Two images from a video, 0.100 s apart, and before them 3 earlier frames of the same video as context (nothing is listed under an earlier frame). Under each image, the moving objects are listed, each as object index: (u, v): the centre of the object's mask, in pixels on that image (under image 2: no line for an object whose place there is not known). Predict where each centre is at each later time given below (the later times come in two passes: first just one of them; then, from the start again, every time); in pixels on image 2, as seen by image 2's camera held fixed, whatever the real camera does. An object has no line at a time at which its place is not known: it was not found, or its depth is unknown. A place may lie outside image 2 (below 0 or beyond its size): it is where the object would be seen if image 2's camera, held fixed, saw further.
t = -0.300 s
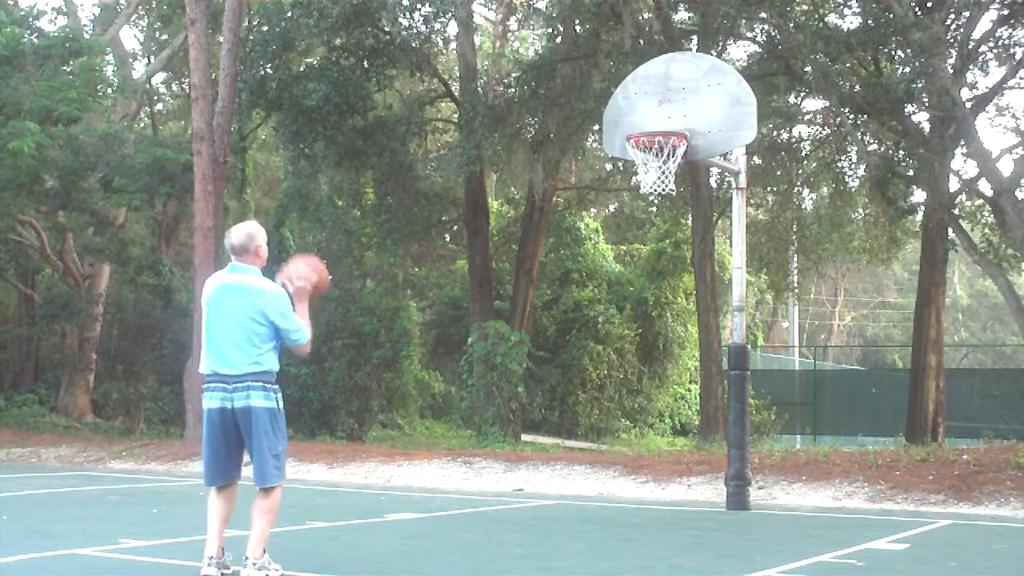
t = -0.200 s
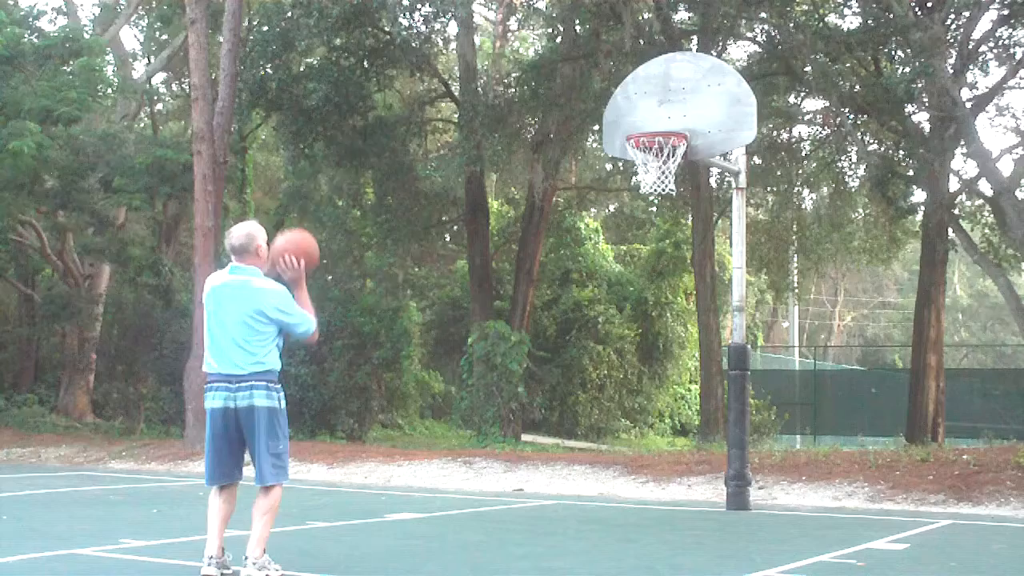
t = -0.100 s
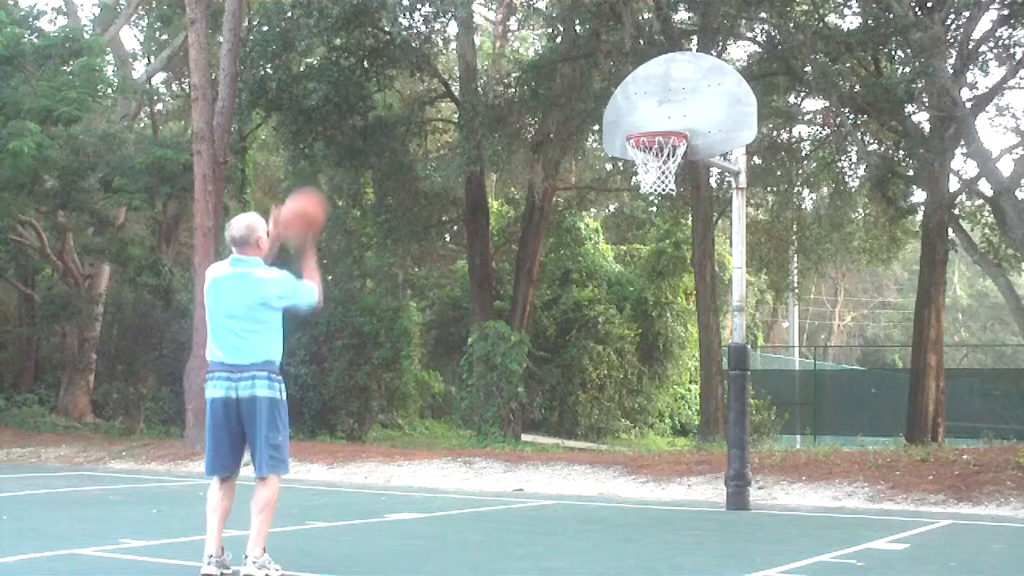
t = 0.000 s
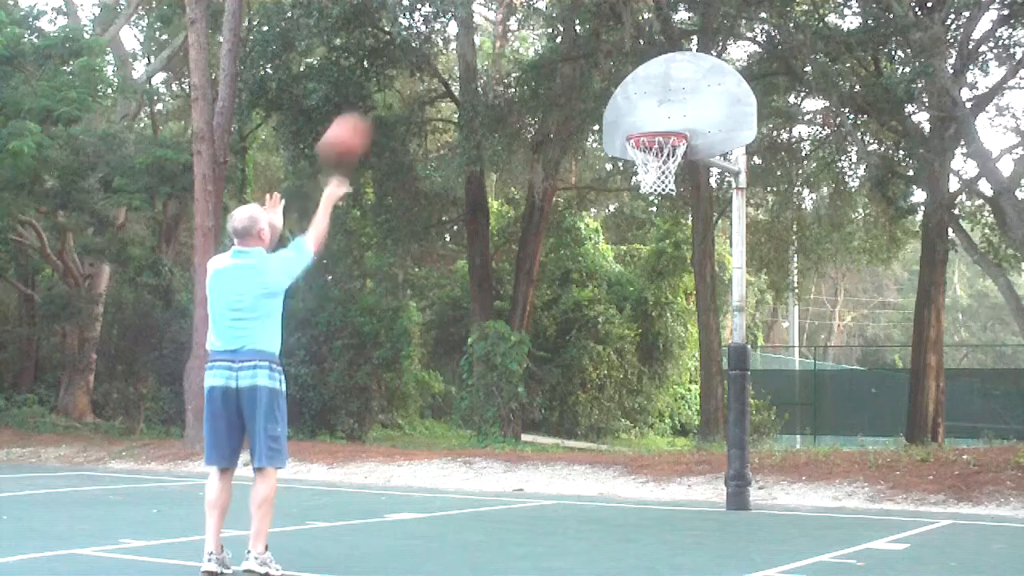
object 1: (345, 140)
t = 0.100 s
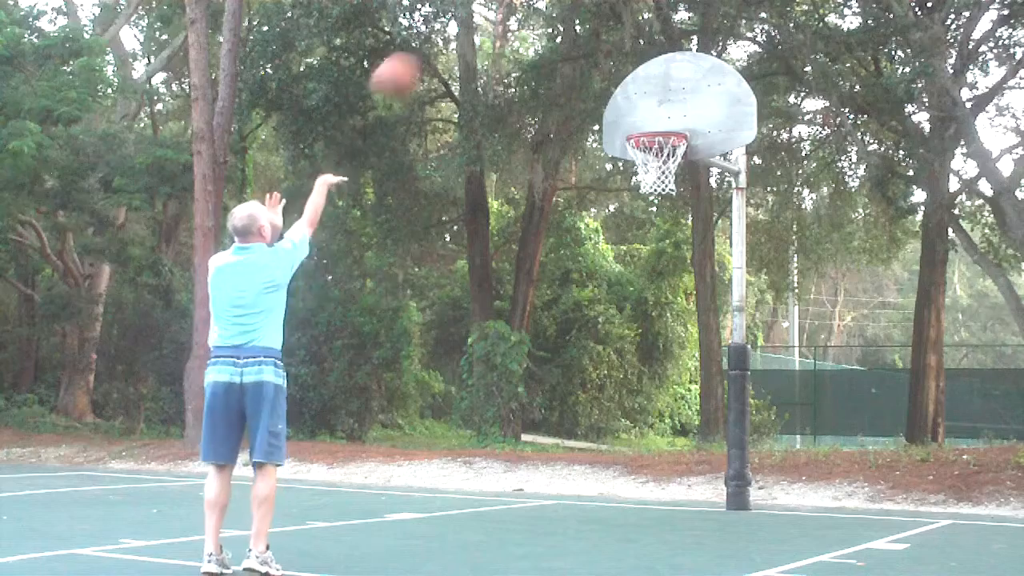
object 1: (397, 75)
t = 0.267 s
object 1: (469, 18)
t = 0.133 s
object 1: (412, 60)
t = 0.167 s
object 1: (425, 46)
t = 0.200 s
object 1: (438, 36)
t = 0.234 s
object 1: (456, 23)
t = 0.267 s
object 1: (469, 18)
